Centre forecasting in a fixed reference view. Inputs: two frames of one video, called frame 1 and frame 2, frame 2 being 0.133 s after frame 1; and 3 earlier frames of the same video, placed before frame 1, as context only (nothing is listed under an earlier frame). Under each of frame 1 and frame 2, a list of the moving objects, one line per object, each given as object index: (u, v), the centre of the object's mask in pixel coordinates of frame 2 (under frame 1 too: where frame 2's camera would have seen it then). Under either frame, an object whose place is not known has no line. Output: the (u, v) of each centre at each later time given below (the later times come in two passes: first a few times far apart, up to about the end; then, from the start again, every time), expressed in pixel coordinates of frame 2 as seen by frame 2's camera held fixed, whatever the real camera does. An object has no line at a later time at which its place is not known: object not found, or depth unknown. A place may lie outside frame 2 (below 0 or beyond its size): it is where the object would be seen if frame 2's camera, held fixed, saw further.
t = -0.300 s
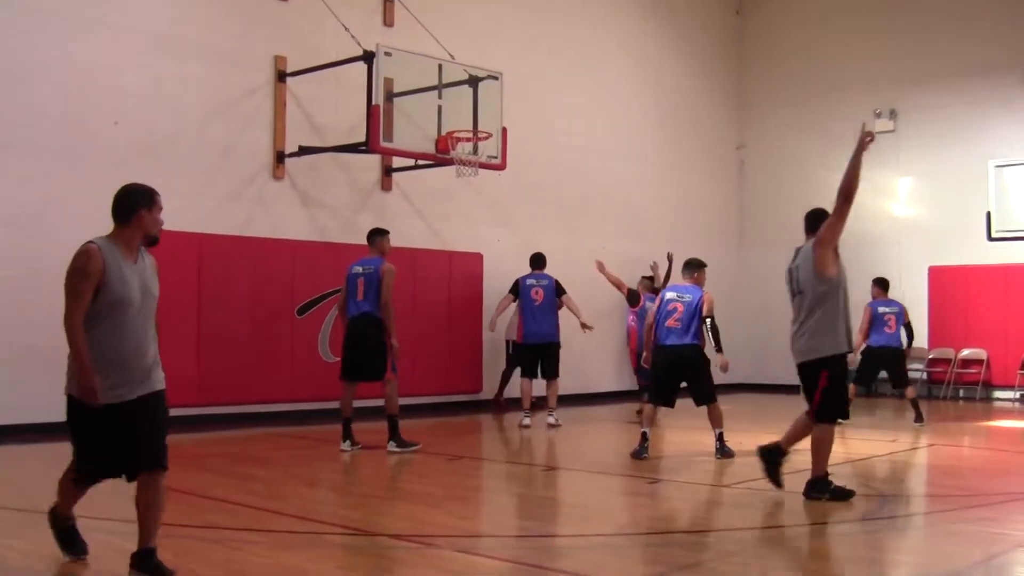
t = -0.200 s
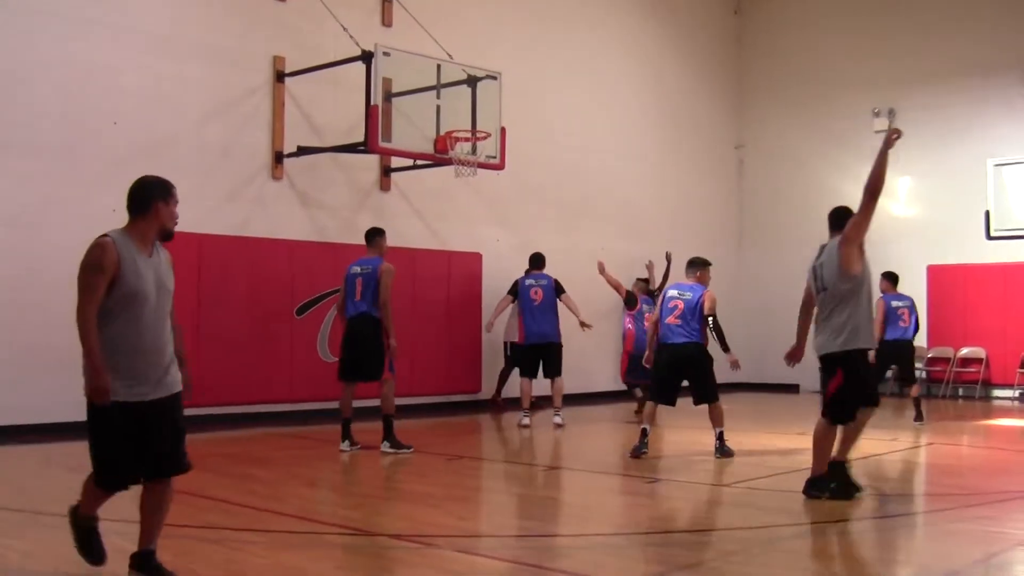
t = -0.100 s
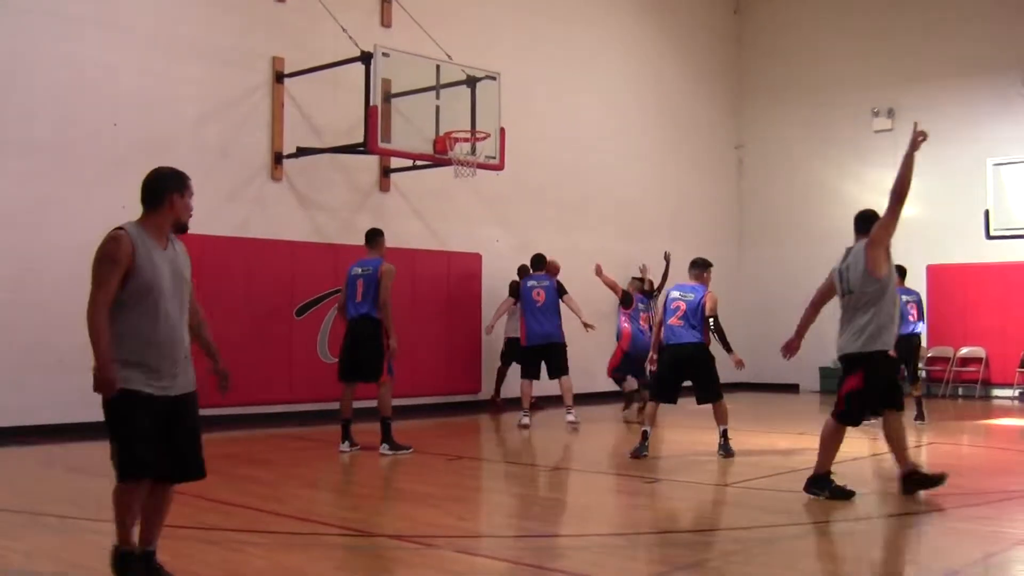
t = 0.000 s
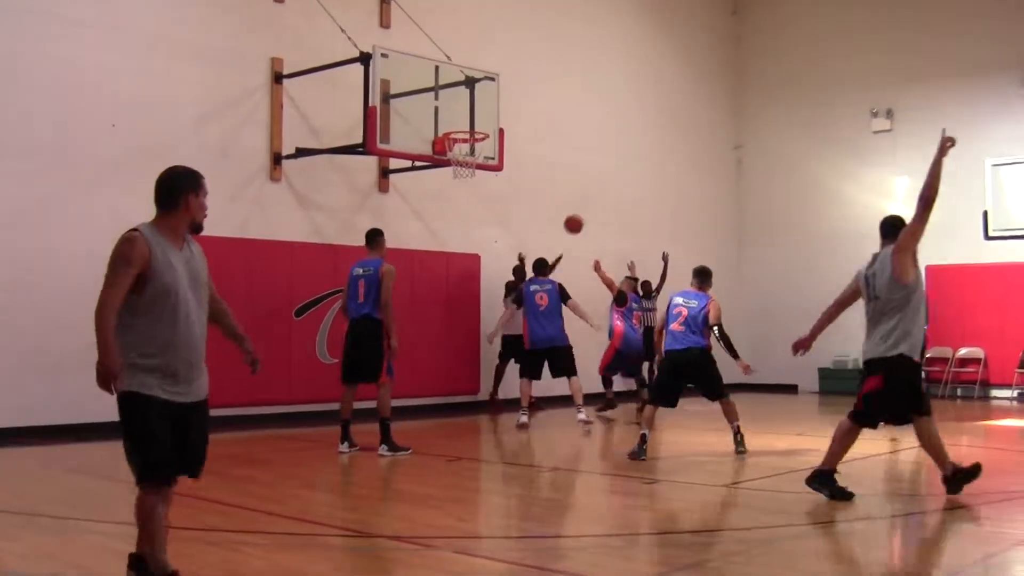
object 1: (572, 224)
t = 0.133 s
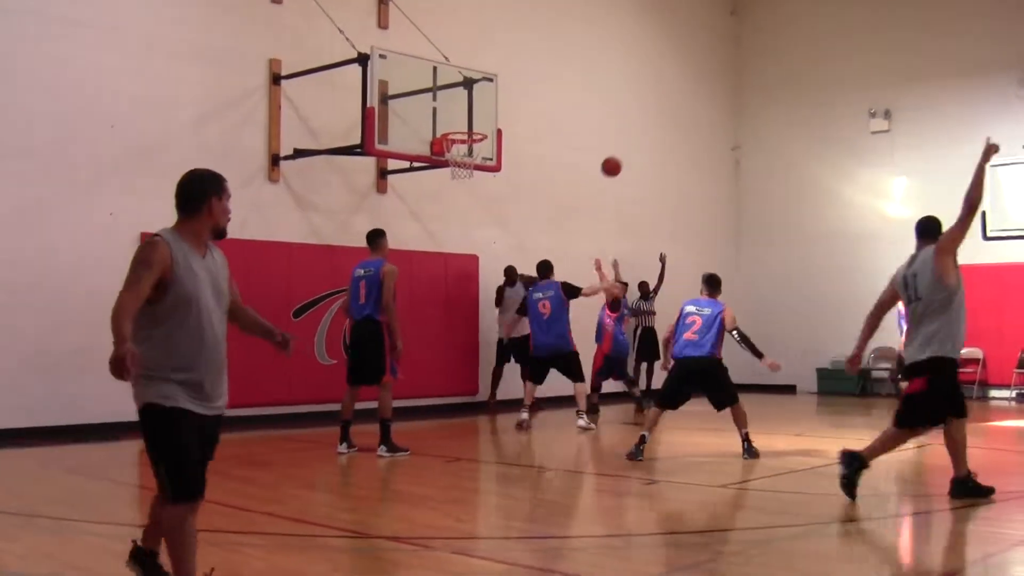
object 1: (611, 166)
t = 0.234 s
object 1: (644, 128)
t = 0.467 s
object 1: (736, 60)
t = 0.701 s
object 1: (854, 31)
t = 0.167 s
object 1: (622, 153)
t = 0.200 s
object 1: (633, 140)
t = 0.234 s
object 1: (644, 128)
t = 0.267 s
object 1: (656, 117)
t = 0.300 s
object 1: (668, 106)
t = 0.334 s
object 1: (680, 96)
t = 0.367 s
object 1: (694, 85)
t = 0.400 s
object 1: (708, 76)
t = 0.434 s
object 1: (721, 67)
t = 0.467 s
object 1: (736, 60)
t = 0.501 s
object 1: (750, 52)
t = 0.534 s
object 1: (767, 47)
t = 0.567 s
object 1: (782, 41)
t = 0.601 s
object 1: (799, 37)
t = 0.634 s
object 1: (817, 34)
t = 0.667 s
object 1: (835, 32)
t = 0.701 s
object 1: (854, 31)
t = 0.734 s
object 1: (874, 31)
